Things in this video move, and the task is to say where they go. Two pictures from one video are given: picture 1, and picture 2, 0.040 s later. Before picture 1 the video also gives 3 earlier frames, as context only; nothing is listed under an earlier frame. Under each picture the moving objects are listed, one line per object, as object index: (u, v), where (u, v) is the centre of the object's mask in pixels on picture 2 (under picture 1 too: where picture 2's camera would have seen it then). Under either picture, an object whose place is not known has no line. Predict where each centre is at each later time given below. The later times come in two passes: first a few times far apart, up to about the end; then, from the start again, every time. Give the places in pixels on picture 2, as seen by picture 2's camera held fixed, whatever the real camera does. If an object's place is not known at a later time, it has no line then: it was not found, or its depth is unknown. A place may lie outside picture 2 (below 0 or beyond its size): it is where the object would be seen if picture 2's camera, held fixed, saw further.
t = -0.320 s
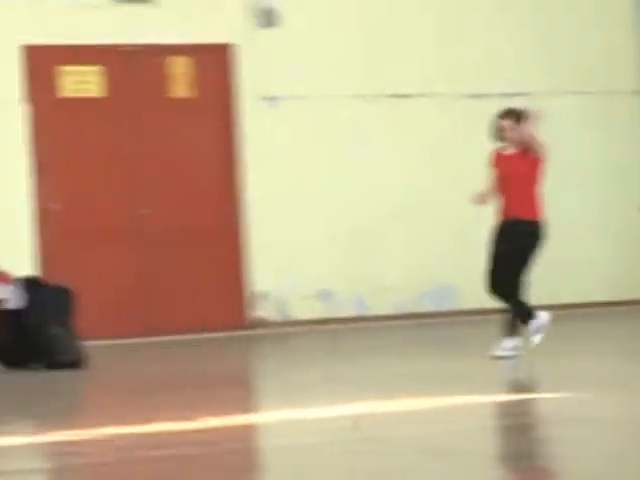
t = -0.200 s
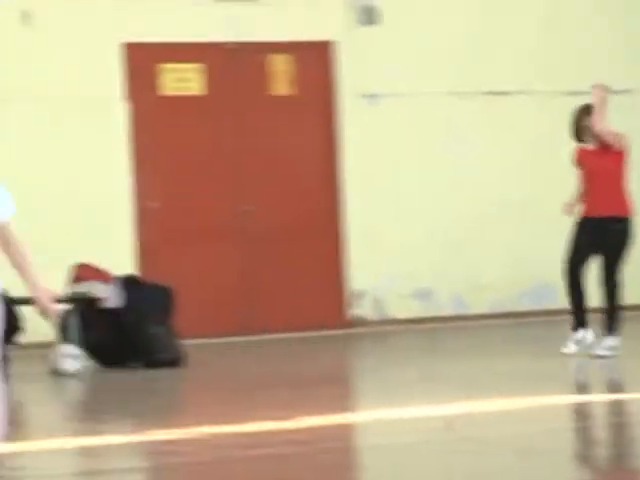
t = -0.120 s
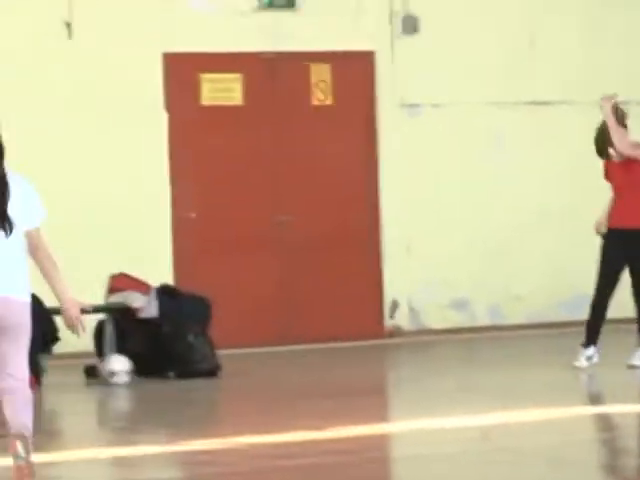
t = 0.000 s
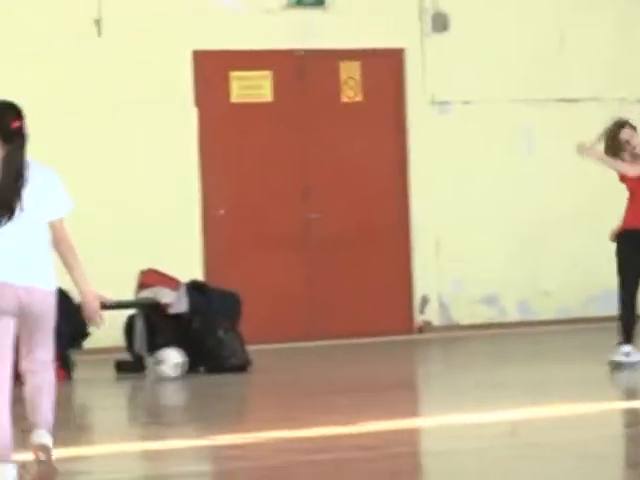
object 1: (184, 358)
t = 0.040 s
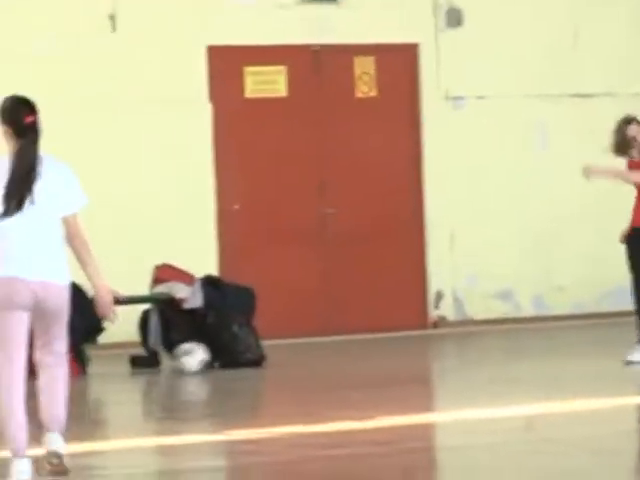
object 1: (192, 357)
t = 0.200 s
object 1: (220, 356)
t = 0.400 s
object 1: (255, 355)
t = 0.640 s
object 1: (298, 354)
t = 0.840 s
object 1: (331, 353)
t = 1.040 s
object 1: (366, 352)
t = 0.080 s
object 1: (199, 357)
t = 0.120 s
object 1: (206, 357)
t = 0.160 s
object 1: (213, 357)
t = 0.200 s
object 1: (220, 356)
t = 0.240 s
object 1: (227, 356)
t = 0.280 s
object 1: (234, 357)
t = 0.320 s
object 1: (242, 356)
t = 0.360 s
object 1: (248, 355)
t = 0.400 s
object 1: (255, 355)
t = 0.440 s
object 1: (262, 355)
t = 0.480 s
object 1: (270, 355)
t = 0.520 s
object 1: (276, 354)
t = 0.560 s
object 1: (284, 354)
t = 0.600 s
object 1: (291, 353)
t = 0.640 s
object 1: (298, 354)
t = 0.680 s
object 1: (304, 354)
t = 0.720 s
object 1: (311, 354)
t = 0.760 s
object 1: (318, 354)
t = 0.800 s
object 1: (324, 354)
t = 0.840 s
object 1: (331, 353)
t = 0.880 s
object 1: (338, 353)
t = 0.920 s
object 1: (345, 353)
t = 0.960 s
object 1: (351, 352)
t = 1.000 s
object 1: (358, 352)
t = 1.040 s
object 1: (366, 352)
